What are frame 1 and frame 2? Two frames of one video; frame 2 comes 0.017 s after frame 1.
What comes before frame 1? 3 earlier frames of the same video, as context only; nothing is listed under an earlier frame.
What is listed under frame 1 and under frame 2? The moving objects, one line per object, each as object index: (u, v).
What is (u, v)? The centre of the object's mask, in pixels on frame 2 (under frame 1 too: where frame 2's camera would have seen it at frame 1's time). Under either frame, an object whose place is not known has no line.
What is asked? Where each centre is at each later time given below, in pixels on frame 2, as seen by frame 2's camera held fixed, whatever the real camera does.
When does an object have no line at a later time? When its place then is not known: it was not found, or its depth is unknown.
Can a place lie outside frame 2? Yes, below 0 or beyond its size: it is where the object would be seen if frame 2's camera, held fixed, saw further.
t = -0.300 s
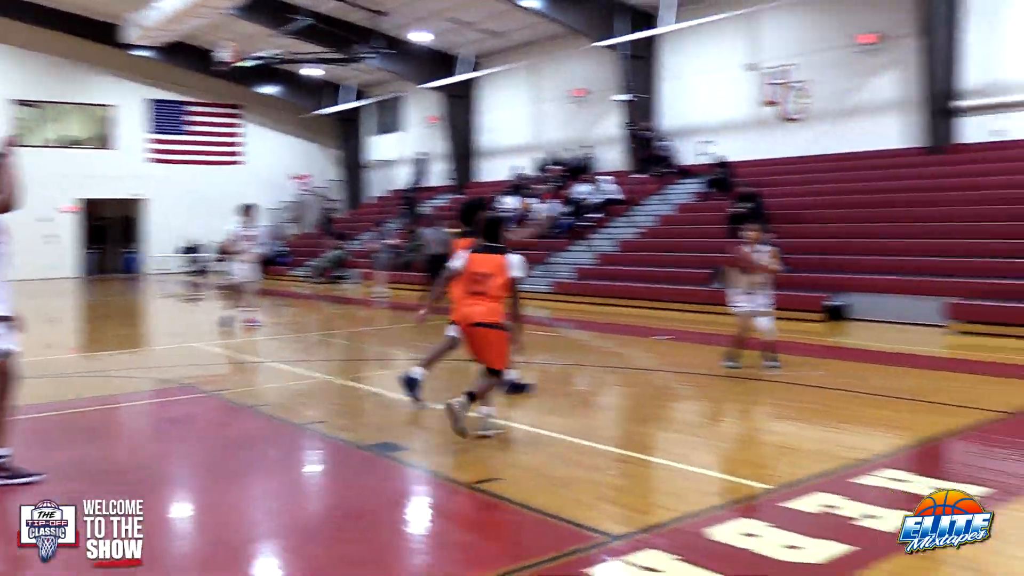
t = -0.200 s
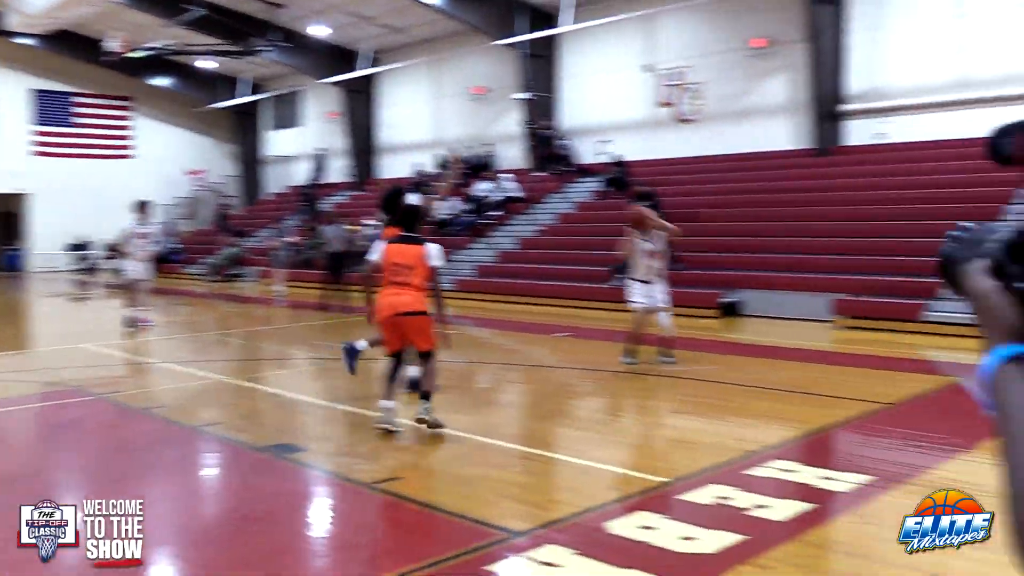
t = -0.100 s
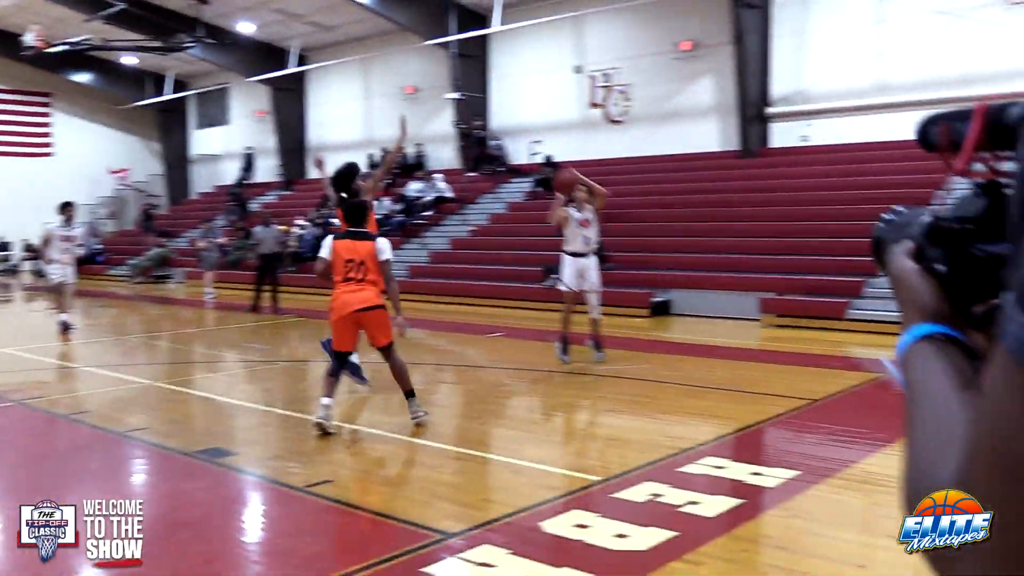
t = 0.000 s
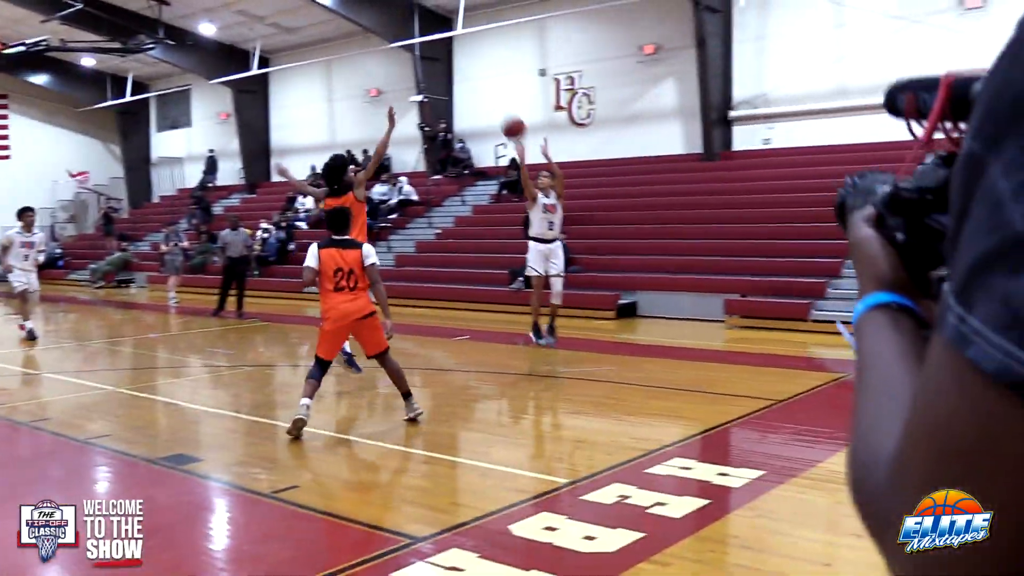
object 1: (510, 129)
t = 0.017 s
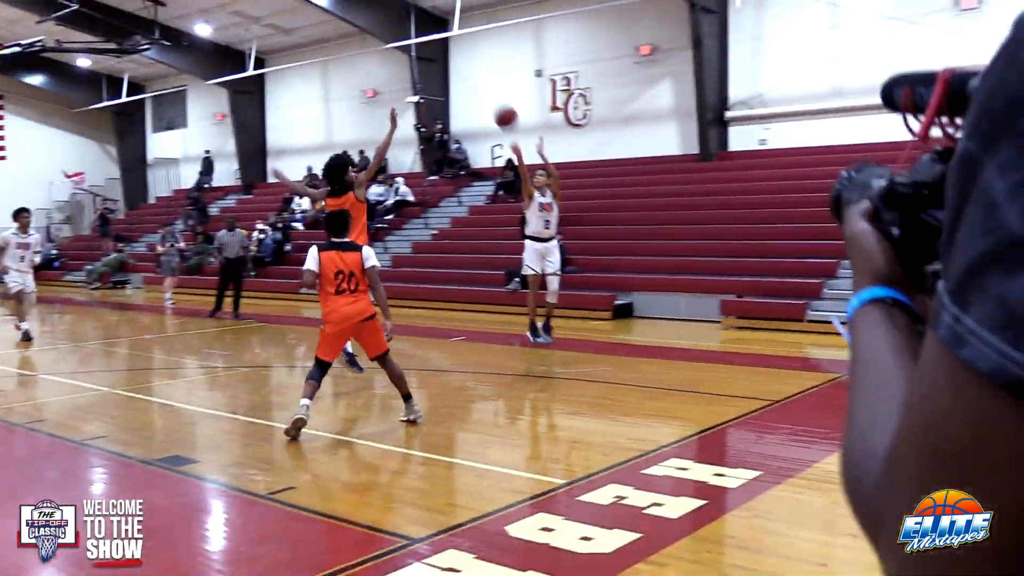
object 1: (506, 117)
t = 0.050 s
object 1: (497, 94)
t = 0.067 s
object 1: (493, 82)
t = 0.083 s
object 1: (488, 70)
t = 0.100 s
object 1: (483, 59)
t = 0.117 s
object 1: (478, 48)
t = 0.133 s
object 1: (473, 36)
